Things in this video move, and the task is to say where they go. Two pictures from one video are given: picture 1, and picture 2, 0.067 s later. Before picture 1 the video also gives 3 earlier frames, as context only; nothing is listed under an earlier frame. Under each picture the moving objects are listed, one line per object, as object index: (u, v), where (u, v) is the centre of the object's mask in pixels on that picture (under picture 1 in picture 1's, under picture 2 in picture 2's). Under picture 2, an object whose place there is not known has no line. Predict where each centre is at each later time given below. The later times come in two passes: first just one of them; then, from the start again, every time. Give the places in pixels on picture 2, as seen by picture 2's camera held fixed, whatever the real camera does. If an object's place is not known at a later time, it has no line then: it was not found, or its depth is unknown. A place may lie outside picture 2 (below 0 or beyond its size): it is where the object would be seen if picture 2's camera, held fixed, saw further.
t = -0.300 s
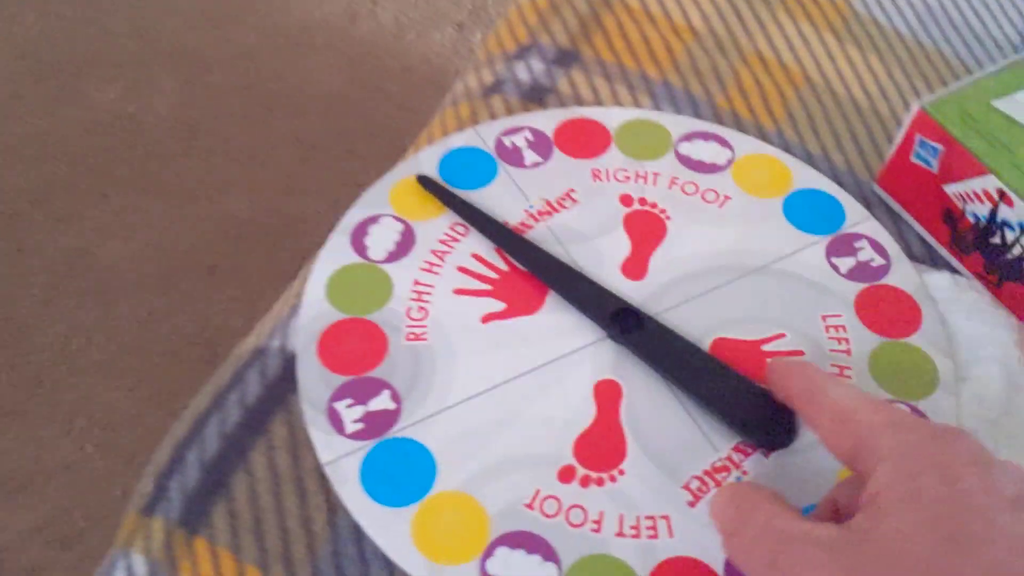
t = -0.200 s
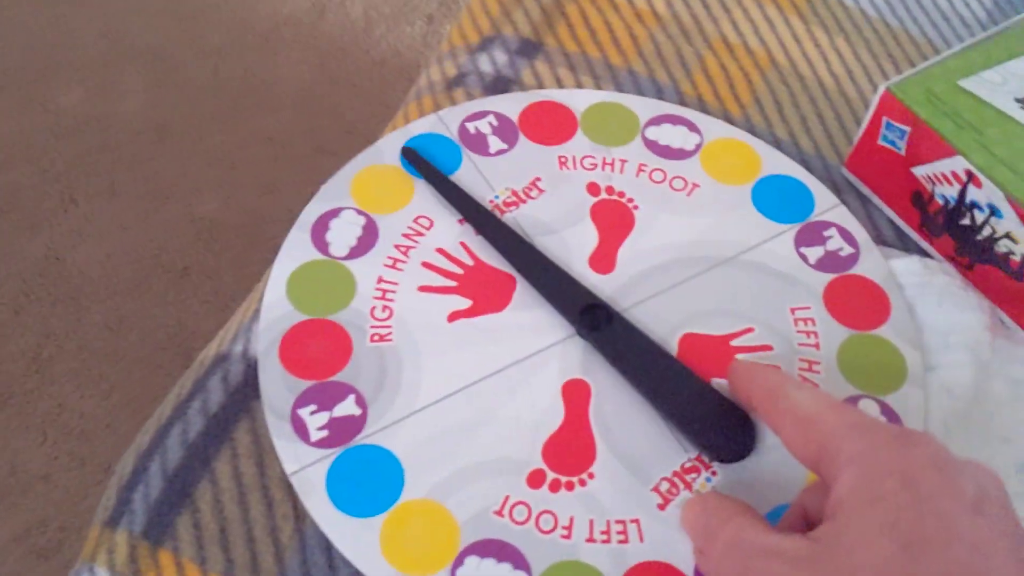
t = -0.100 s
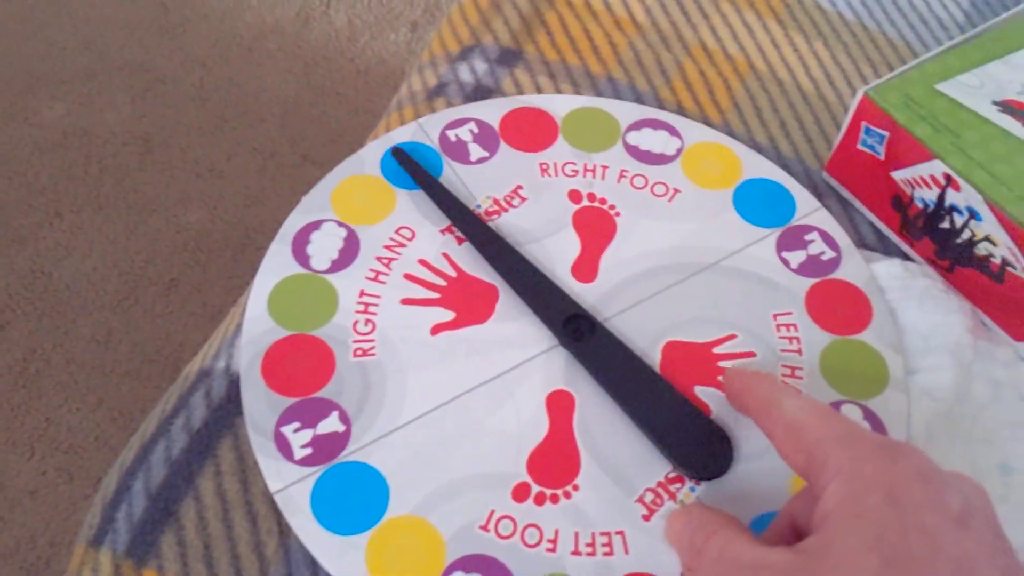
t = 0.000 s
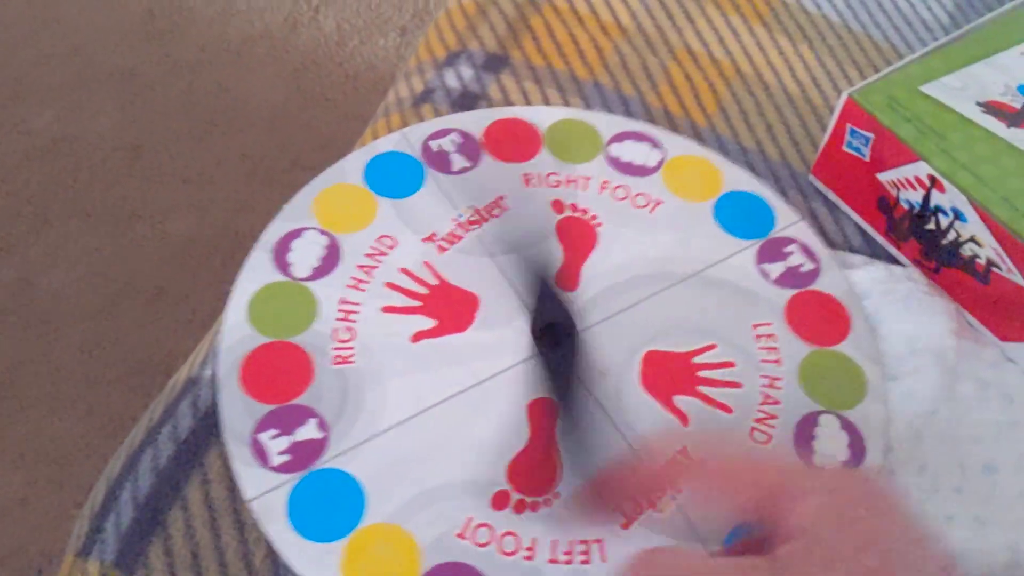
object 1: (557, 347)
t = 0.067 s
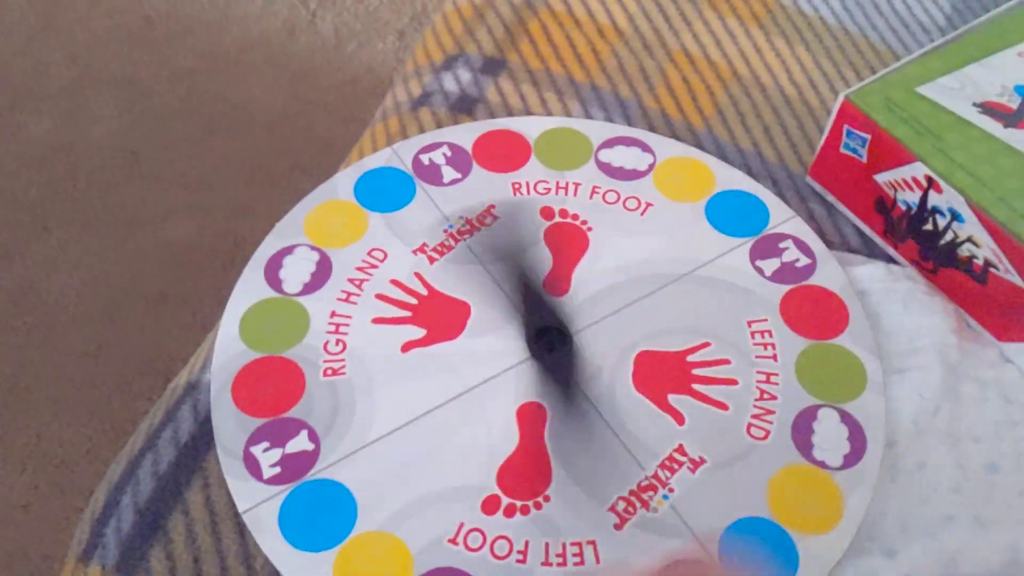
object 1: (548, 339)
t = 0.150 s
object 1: (545, 354)
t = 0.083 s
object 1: (554, 334)
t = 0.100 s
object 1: (554, 339)
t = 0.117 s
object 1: (552, 344)
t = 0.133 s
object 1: (549, 348)
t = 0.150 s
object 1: (545, 354)
